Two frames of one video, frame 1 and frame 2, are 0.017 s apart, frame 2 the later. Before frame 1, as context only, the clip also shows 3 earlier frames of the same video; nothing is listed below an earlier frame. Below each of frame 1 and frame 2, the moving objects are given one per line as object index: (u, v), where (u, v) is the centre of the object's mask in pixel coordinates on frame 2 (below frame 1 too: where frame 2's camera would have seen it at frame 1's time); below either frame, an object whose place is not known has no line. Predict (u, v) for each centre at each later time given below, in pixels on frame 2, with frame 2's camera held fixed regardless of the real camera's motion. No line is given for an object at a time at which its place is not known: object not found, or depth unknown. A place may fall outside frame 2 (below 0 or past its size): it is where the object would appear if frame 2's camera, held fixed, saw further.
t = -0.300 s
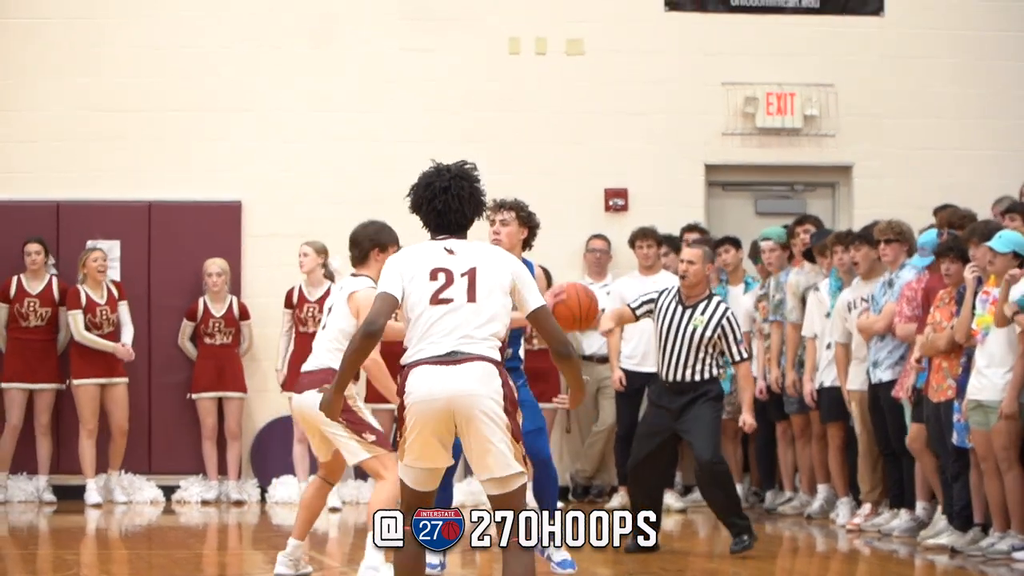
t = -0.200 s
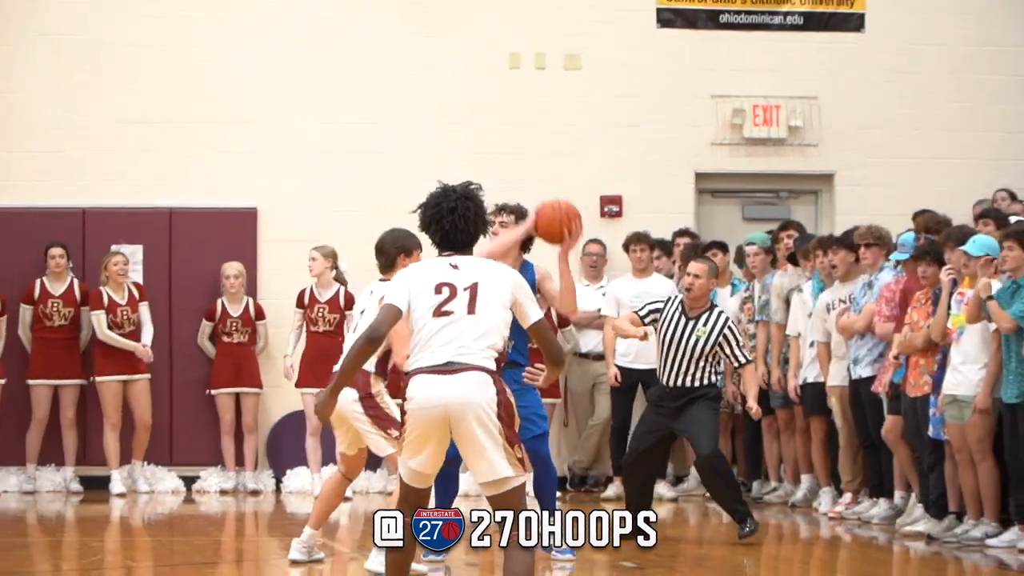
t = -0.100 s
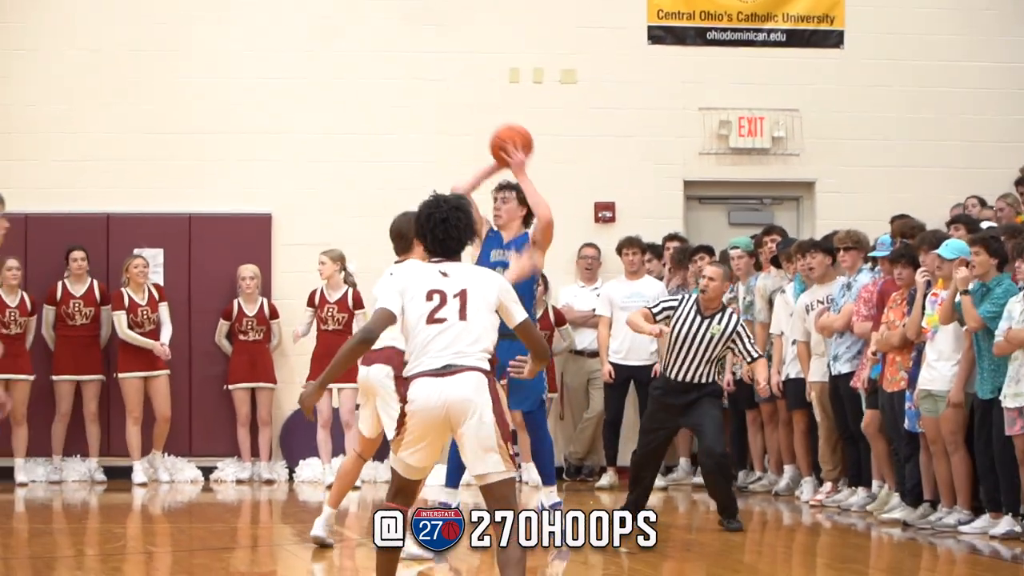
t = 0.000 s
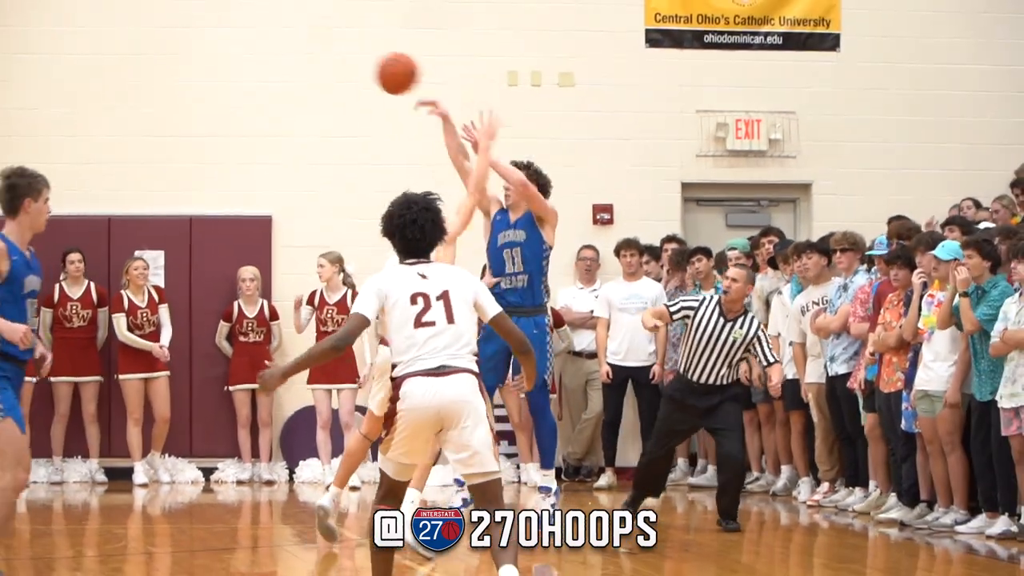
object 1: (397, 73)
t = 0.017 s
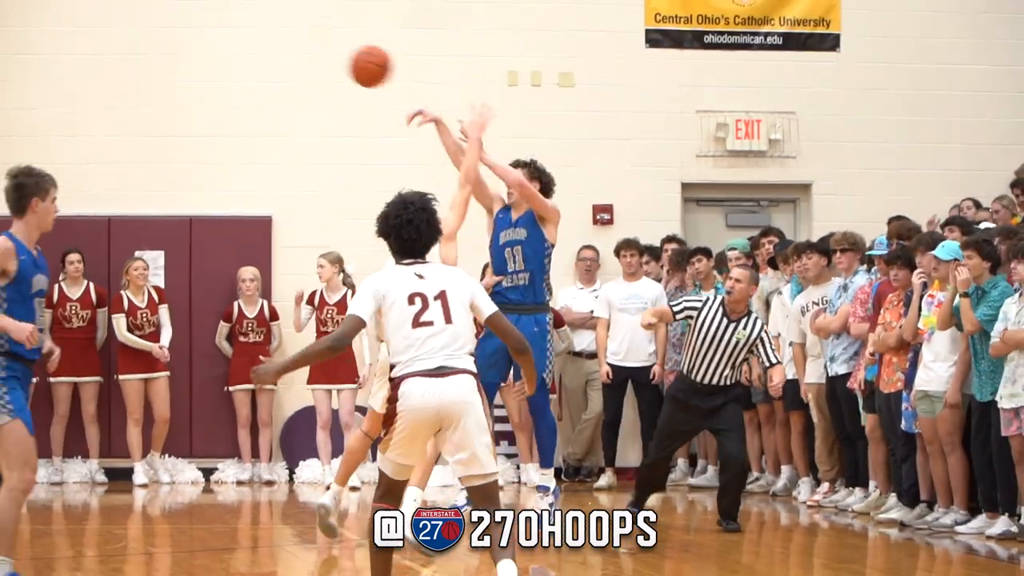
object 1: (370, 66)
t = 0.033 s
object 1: (343, 59)
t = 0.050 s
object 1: (316, 52)
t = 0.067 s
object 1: (289, 46)
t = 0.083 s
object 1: (263, 41)
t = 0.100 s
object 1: (236, 36)
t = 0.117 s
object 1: (209, 31)
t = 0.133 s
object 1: (180, 26)
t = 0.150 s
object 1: (150, 22)
